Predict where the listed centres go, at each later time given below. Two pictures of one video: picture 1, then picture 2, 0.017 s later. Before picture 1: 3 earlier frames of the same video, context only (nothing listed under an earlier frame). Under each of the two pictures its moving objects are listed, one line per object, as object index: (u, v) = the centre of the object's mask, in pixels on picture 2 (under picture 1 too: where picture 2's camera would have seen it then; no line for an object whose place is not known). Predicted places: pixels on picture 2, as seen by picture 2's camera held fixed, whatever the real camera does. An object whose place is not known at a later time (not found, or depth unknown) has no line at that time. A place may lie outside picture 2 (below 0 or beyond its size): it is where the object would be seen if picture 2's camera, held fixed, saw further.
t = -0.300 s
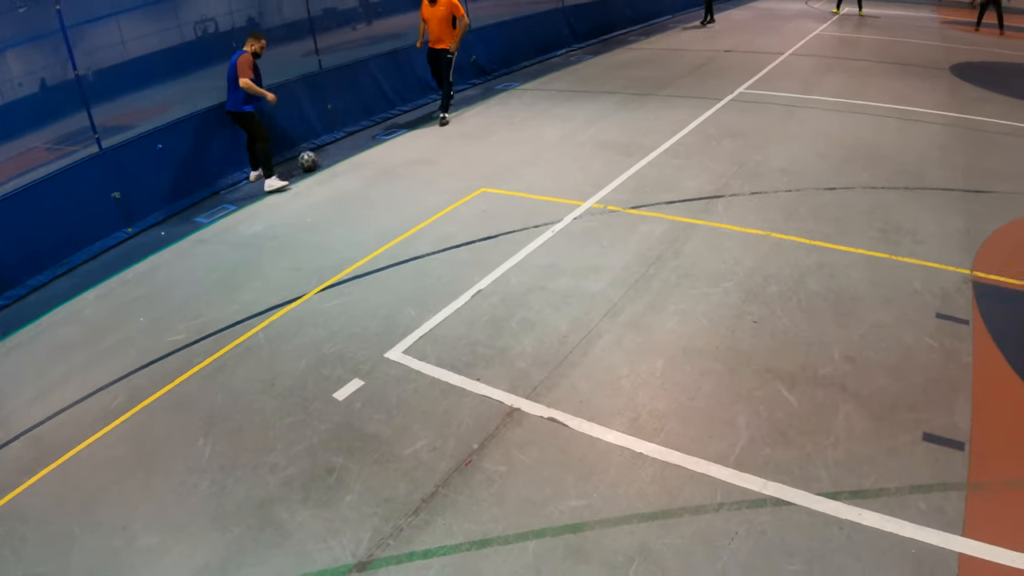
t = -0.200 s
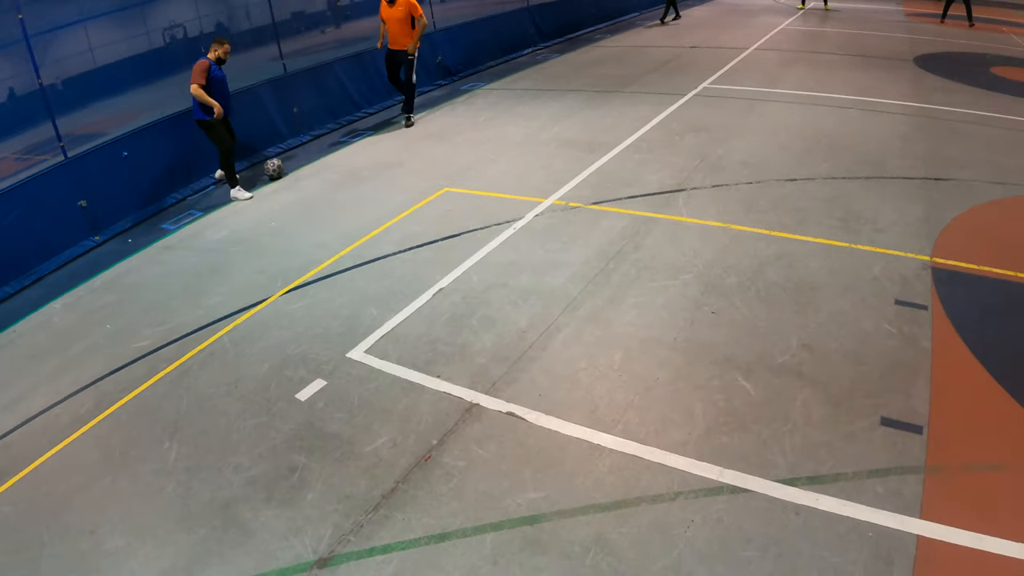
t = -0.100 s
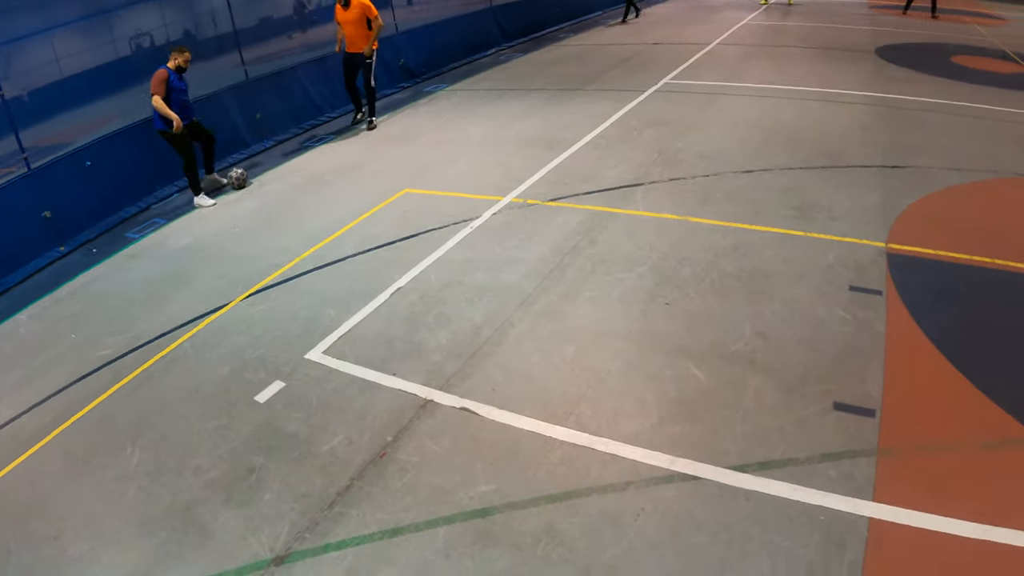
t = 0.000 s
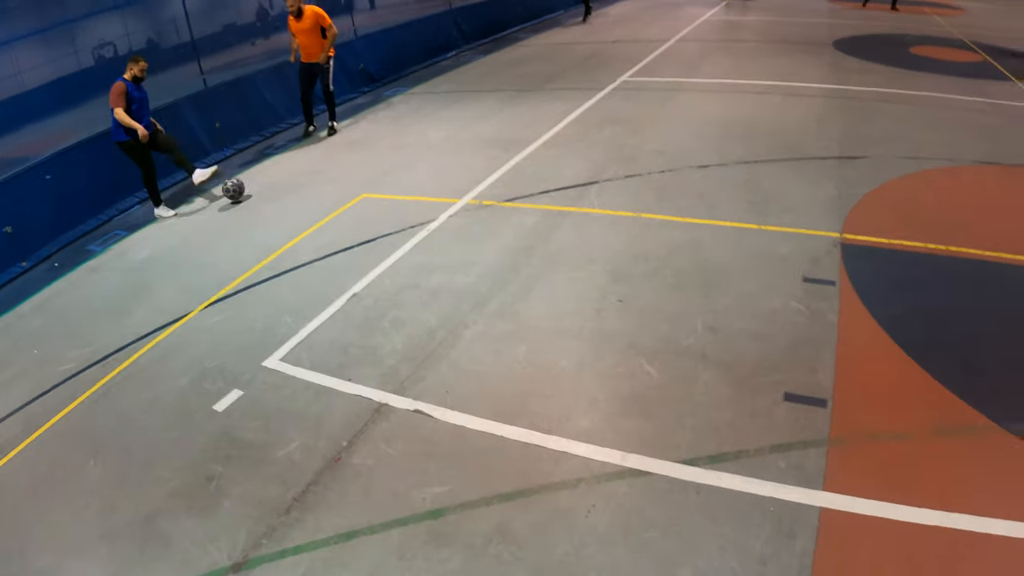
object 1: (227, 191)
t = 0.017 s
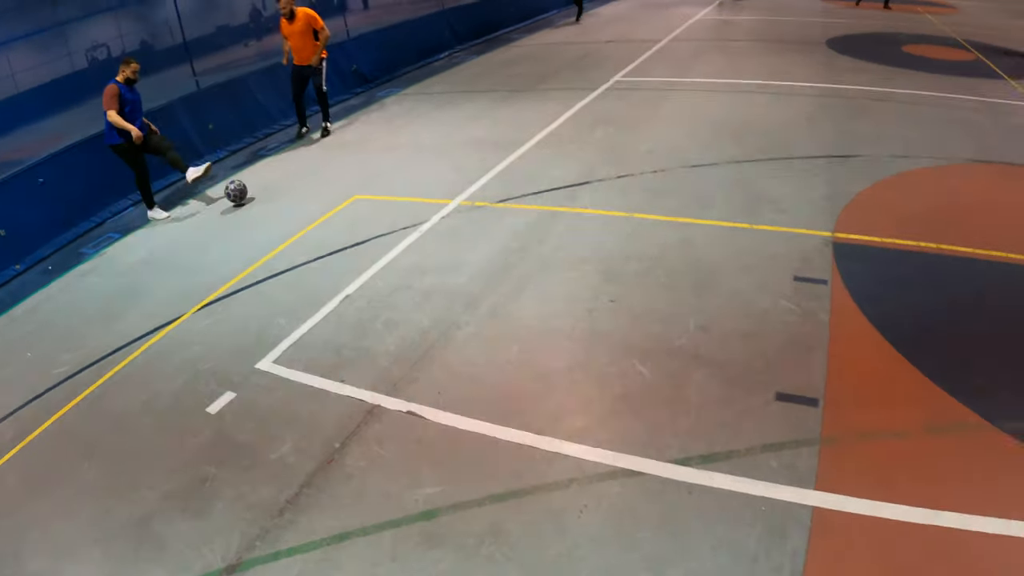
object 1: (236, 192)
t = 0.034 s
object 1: (245, 194)
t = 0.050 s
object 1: (255, 195)
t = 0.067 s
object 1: (266, 197)
